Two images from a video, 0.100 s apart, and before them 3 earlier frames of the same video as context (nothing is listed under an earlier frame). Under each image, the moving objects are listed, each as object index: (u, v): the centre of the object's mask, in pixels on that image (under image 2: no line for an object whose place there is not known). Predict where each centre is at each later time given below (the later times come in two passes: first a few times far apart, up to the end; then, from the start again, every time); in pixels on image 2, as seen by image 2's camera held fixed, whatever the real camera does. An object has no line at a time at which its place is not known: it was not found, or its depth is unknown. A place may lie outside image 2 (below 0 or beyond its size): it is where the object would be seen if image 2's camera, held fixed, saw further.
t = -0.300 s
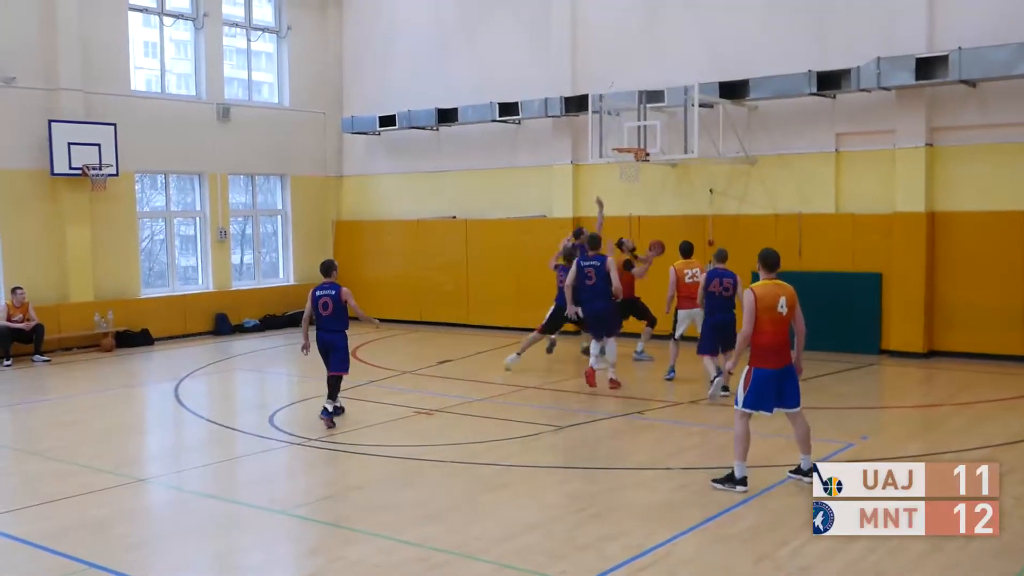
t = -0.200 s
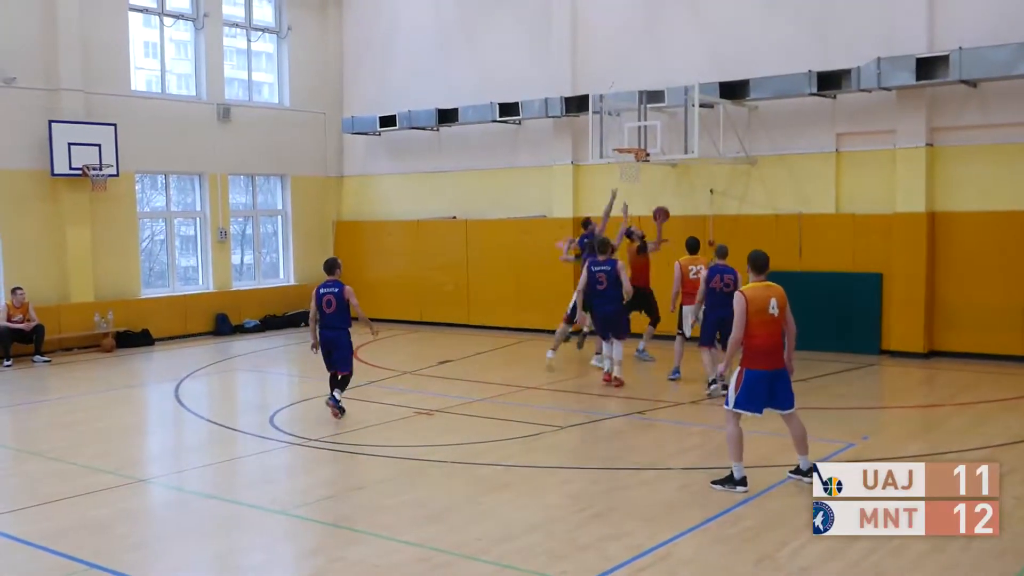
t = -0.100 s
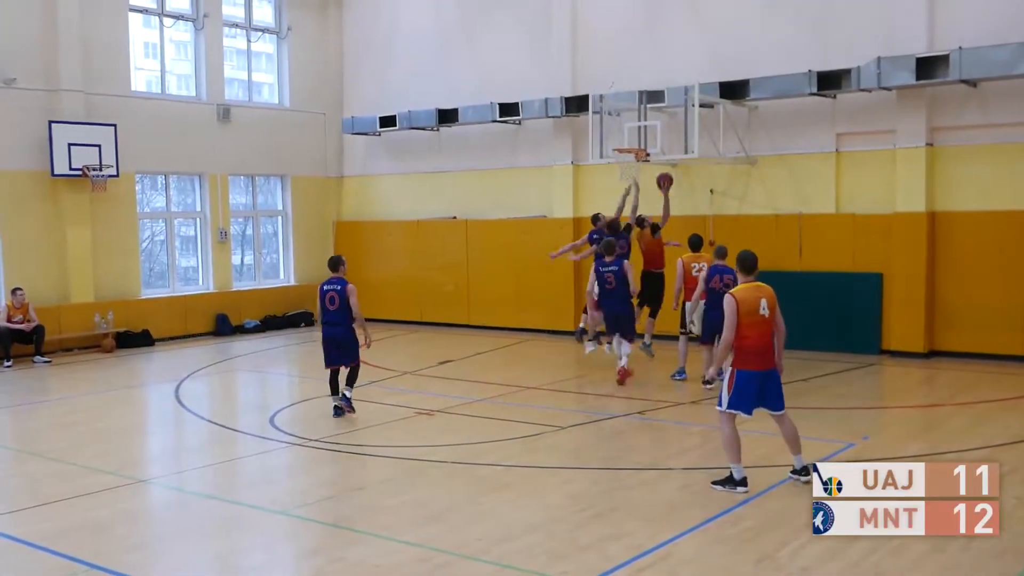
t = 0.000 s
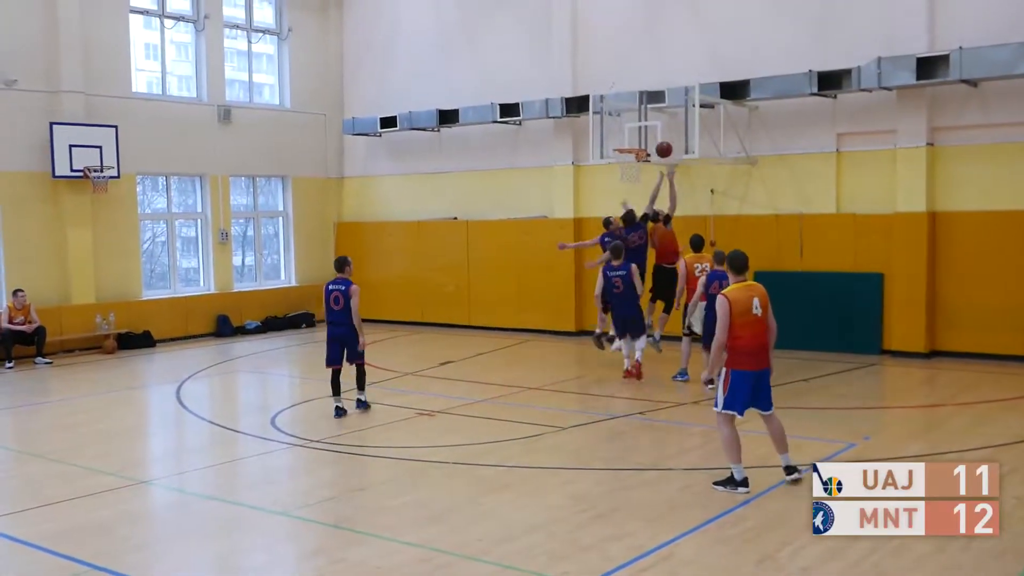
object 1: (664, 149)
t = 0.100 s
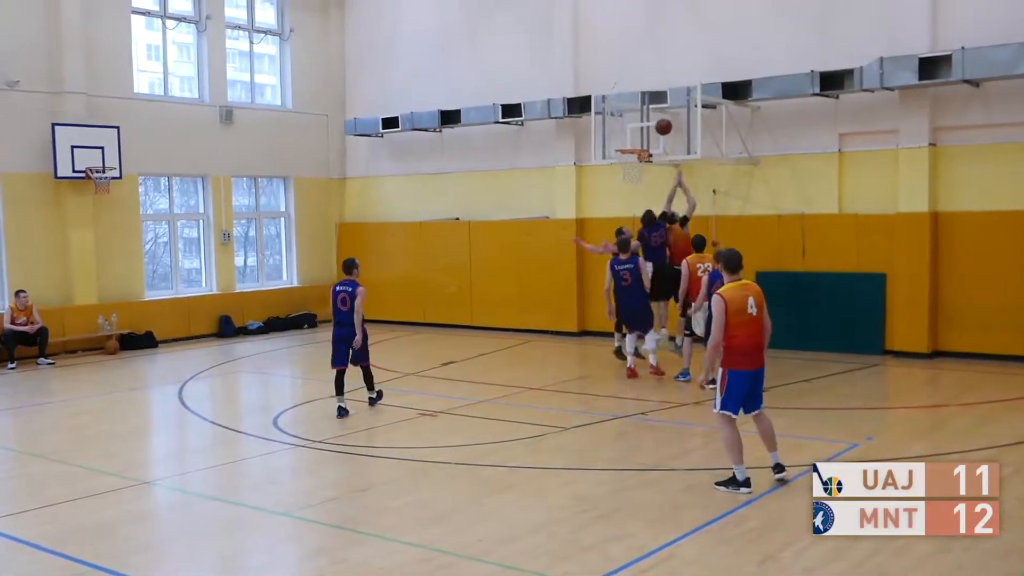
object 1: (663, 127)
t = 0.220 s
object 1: (655, 120)
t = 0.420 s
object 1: (643, 132)
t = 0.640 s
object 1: (632, 143)
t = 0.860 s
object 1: (633, 163)
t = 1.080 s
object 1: (634, 177)
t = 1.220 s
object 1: (634, 197)
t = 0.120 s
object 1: (662, 125)
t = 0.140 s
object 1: (661, 124)
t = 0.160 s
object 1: (659, 122)
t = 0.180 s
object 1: (658, 121)
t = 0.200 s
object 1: (657, 121)
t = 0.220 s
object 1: (655, 120)
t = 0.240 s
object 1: (654, 120)
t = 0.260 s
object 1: (653, 120)
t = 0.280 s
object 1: (652, 121)
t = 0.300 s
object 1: (650, 122)
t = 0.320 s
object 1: (649, 123)
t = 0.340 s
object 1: (648, 124)
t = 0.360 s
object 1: (646, 126)
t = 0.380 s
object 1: (645, 127)
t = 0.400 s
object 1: (644, 129)
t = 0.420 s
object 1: (643, 132)
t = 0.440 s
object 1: (641, 134)
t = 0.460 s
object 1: (640, 137)
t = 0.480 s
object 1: (639, 140)
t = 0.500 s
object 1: (638, 142)
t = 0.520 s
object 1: (637, 142)
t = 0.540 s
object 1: (636, 141)
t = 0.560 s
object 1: (635, 142)
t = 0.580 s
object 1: (634, 142)
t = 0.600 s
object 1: (633, 142)
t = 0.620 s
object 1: (632, 143)
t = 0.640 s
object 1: (632, 143)
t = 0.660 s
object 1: (631, 144)
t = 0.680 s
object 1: (630, 148)
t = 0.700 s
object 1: (629, 150)
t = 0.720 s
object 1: (630, 151)
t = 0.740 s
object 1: (630, 152)
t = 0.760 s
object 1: (630, 153)
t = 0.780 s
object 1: (630, 157)
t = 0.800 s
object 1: (631, 158)
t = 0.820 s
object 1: (632, 159)
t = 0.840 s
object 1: (632, 161)
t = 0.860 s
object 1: (633, 163)
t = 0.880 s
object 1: (633, 165)
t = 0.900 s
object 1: (633, 167)
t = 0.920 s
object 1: (633, 168)
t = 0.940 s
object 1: (634, 170)
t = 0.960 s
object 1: (634, 171)
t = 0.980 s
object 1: (634, 171)
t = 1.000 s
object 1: (634, 172)
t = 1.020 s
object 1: (634, 173)
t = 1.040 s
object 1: (634, 174)
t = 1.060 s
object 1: (634, 176)
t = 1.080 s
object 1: (634, 177)
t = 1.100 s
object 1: (634, 179)
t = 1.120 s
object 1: (634, 181)
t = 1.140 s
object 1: (634, 184)
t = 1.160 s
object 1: (634, 187)
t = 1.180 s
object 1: (634, 190)
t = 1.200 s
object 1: (634, 194)
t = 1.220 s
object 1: (634, 197)
